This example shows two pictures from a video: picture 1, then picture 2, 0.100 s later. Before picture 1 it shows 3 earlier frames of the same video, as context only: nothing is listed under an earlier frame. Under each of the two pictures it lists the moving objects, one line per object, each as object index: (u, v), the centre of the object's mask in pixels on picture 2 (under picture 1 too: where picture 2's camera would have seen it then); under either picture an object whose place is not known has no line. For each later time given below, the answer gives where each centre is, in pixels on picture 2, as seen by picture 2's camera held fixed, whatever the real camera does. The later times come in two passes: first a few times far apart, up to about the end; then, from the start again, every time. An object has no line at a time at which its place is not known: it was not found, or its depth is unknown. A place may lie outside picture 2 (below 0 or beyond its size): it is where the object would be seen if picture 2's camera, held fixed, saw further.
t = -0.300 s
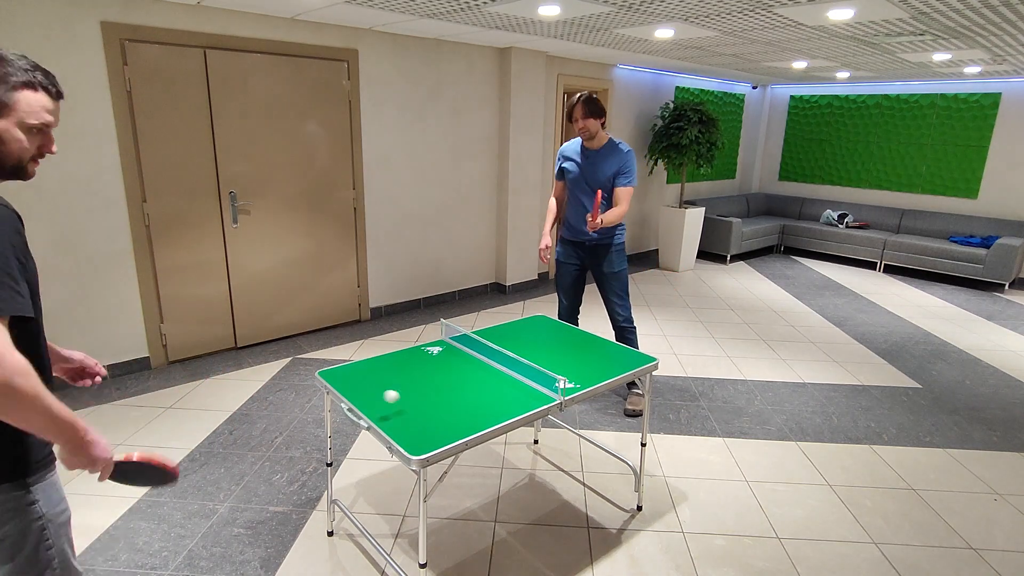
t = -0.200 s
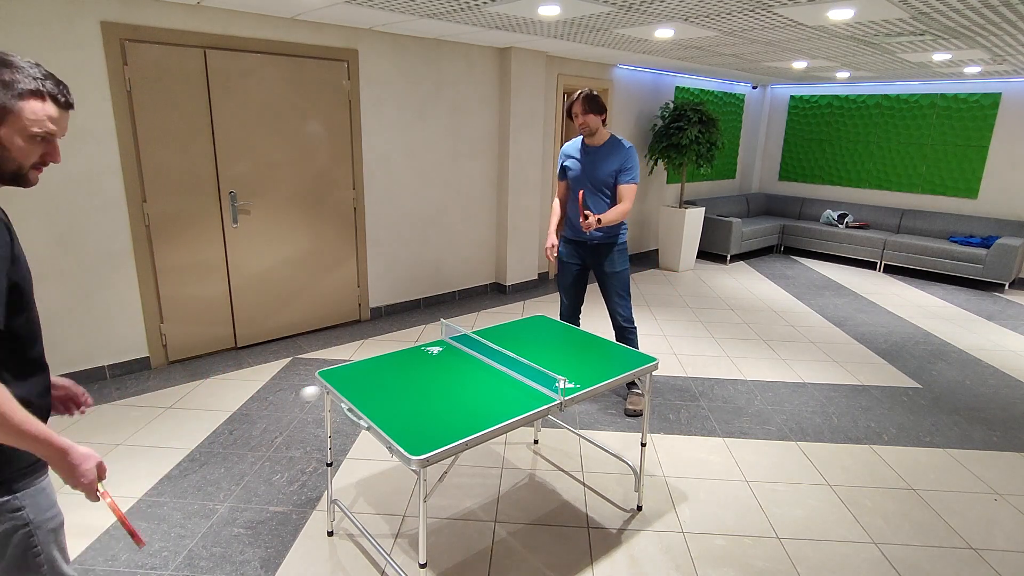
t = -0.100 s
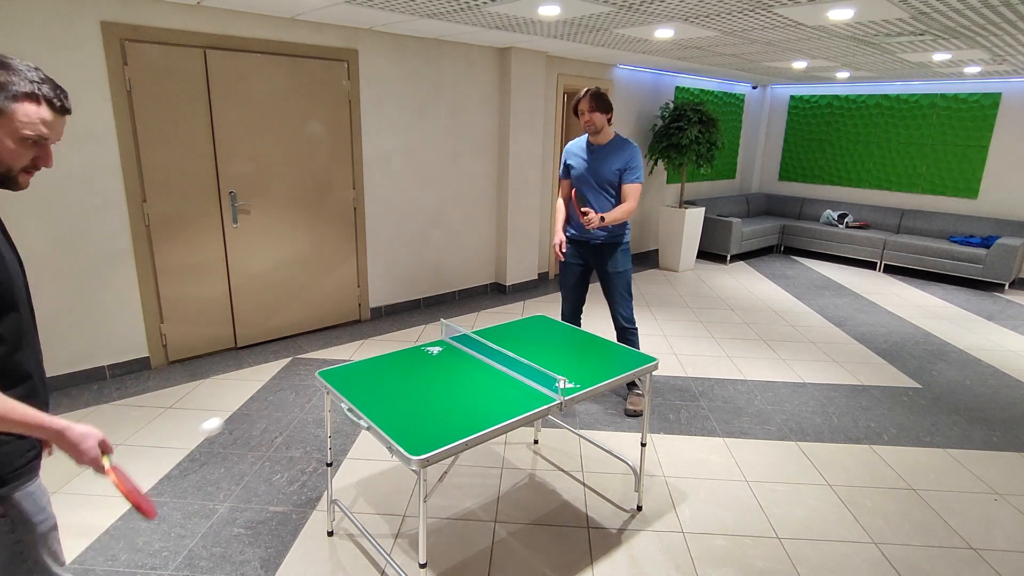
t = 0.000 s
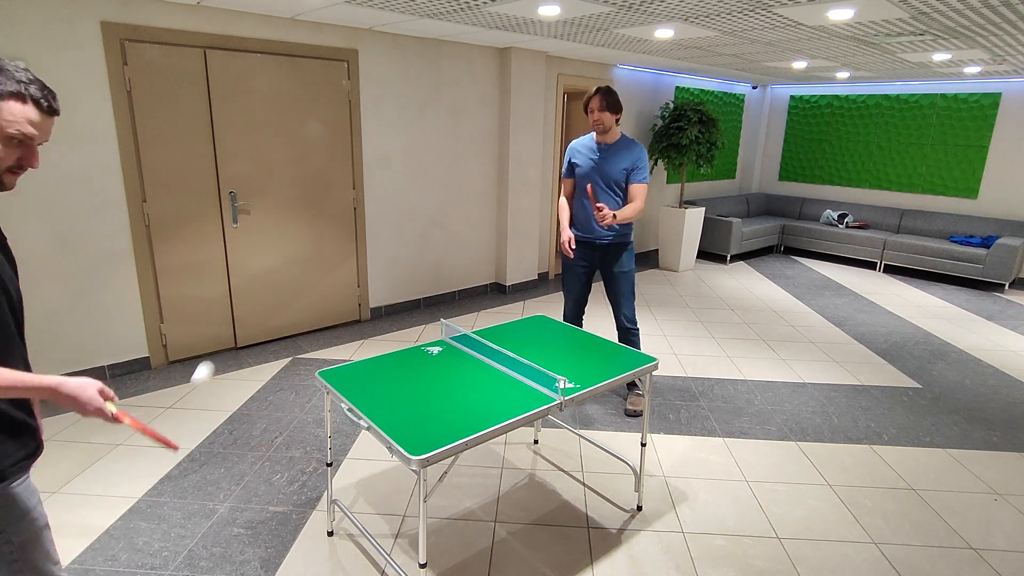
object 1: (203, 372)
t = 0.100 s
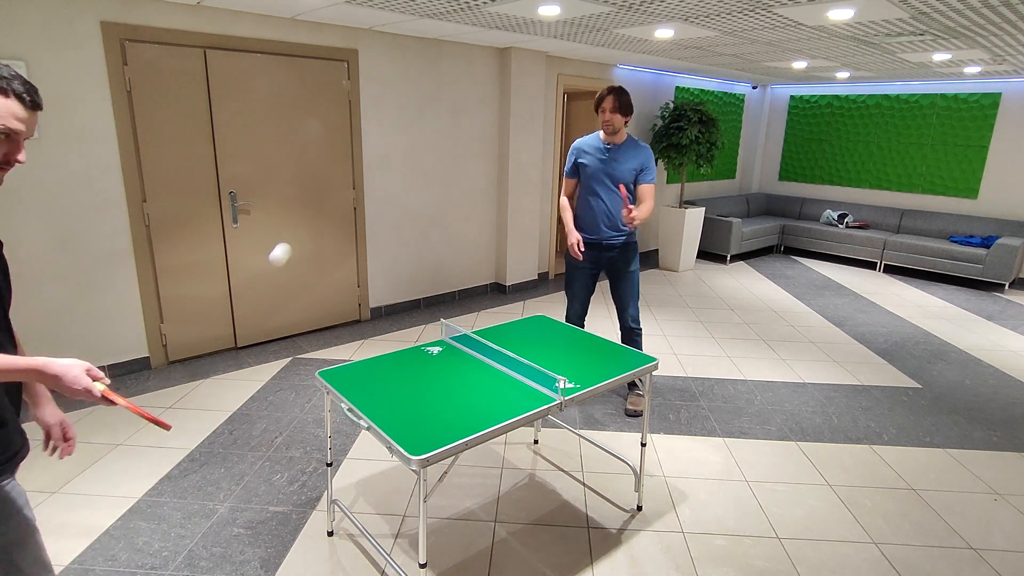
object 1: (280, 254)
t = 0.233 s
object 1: (377, 165)
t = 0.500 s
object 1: (528, 196)
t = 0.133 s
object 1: (305, 225)
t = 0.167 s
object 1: (330, 200)
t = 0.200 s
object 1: (353, 181)
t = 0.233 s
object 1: (377, 165)
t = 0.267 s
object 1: (399, 155)
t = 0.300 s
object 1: (421, 150)
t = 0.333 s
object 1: (441, 149)
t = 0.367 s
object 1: (460, 151)
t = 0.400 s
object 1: (479, 158)
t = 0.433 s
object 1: (496, 167)
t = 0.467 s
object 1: (513, 180)
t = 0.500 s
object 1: (528, 196)
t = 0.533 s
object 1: (542, 214)
